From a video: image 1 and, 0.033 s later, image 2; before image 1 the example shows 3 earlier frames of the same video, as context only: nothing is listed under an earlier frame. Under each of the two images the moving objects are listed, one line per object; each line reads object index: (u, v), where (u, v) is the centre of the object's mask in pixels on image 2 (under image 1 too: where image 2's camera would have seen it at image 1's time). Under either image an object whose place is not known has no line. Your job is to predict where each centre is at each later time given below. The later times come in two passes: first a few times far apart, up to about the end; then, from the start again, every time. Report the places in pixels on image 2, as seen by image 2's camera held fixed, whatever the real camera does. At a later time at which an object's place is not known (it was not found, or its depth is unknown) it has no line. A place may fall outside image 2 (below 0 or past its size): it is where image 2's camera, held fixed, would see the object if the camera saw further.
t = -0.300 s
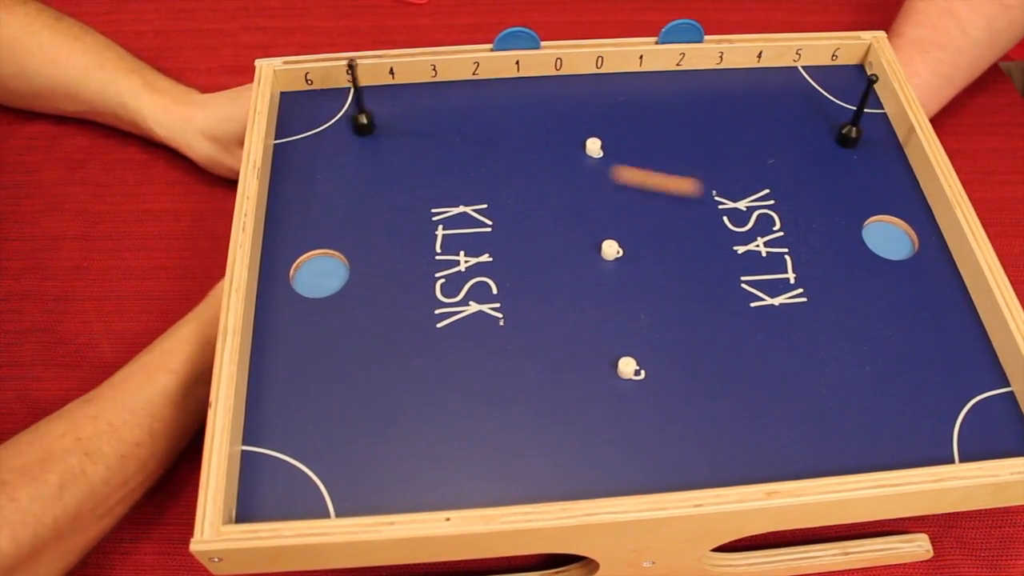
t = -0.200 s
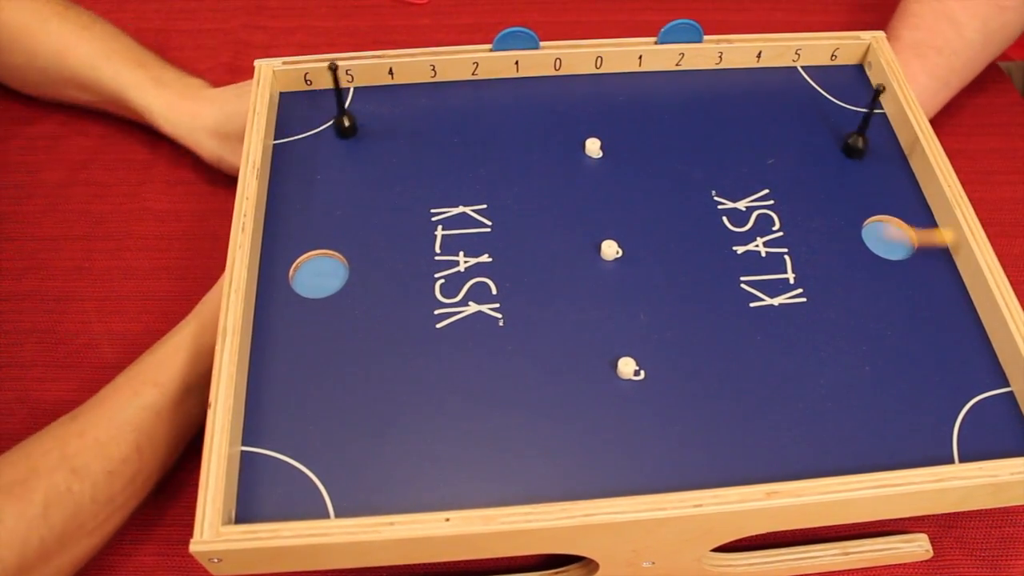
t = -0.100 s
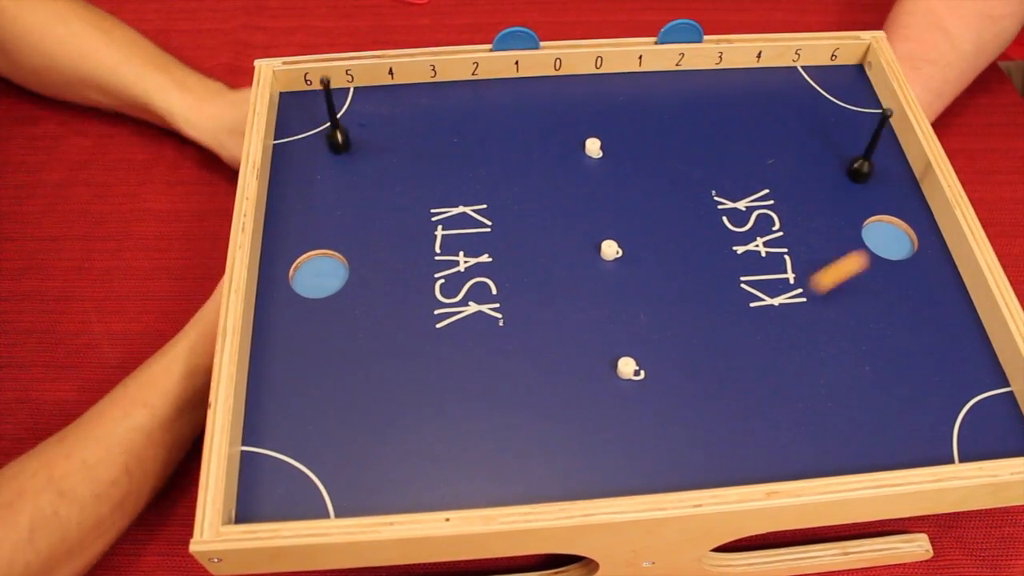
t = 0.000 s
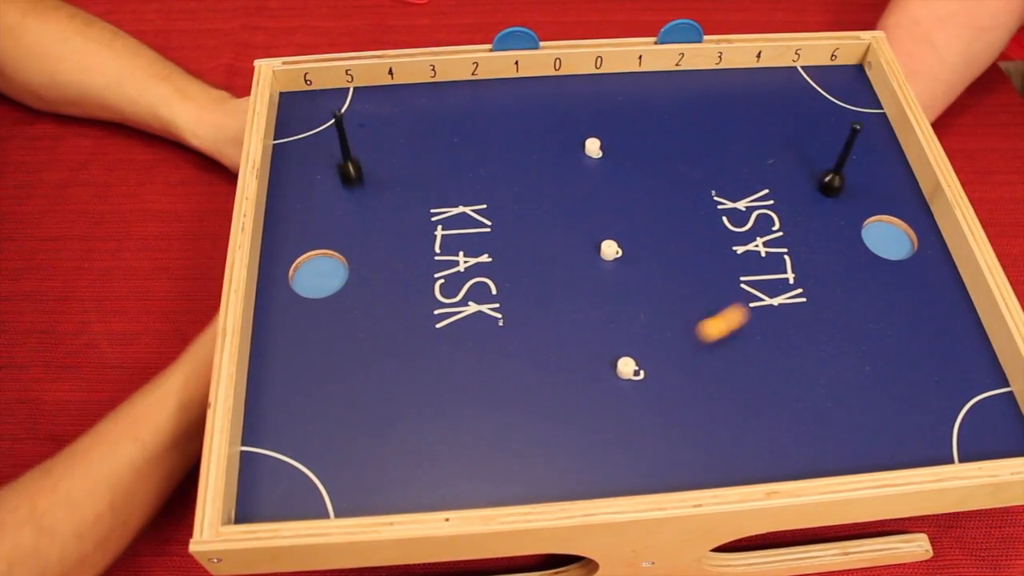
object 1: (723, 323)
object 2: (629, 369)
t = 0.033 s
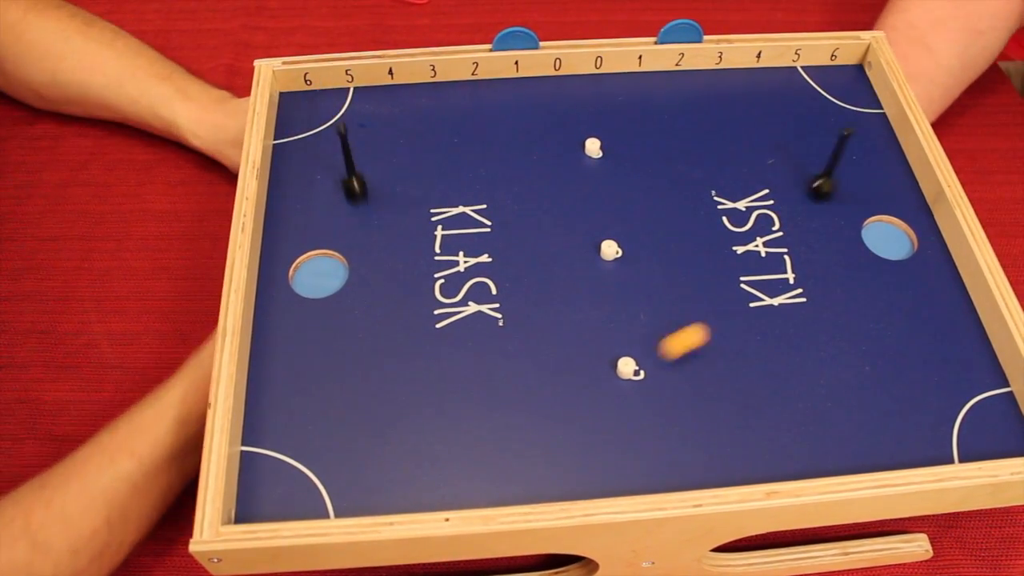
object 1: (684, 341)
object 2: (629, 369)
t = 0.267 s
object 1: (542, 456)
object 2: (494, 398)
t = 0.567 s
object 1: (388, 472)
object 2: (420, 406)
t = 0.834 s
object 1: (281, 438)
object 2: (408, 417)
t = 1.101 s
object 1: (271, 397)
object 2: (400, 424)
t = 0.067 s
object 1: (652, 359)
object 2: (622, 369)
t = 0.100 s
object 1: (627, 377)
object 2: (594, 369)
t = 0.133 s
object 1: (610, 393)
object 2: (562, 377)
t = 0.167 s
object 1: (593, 410)
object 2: (541, 380)
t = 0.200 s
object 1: (577, 425)
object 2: (527, 384)
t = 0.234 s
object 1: (560, 441)
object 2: (510, 394)
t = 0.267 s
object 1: (542, 456)
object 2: (494, 398)
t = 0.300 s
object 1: (525, 471)
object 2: (479, 401)
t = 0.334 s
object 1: (507, 485)
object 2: (463, 403)
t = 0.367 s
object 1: (491, 496)
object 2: (451, 403)
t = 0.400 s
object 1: (470, 495)
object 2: (441, 404)
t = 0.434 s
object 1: (453, 491)
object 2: (432, 403)
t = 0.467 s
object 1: (435, 486)
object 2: (427, 402)
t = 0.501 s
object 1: (419, 482)
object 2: (424, 403)
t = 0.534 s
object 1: (403, 477)
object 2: (422, 405)
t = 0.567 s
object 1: (388, 472)
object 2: (420, 406)
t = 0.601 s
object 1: (373, 467)
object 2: (419, 408)
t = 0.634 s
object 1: (359, 463)
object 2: (417, 409)
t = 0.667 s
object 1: (345, 459)
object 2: (416, 411)
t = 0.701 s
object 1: (331, 455)
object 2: (414, 412)
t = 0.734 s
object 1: (318, 451)
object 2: (412, 414)
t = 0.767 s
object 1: (305, 447)
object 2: (411, 415)
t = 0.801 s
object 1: (293, 443)
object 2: (409, 416)
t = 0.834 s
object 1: (281, 438)
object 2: (408, 417)
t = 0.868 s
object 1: (270, 434)
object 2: (407, 418)
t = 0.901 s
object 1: (259, 430)
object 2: (405, 419)
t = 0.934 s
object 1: (254, 425)
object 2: (404, 420)
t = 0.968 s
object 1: (259, 419)
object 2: (403, 421)
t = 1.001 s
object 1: (263, 413)
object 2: (402, 422)
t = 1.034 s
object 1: (266, 407)
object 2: (401, 423)
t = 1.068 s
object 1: (269, 402)
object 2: (400, 424)
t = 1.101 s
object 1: (271, 397)
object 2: (400, 424)
